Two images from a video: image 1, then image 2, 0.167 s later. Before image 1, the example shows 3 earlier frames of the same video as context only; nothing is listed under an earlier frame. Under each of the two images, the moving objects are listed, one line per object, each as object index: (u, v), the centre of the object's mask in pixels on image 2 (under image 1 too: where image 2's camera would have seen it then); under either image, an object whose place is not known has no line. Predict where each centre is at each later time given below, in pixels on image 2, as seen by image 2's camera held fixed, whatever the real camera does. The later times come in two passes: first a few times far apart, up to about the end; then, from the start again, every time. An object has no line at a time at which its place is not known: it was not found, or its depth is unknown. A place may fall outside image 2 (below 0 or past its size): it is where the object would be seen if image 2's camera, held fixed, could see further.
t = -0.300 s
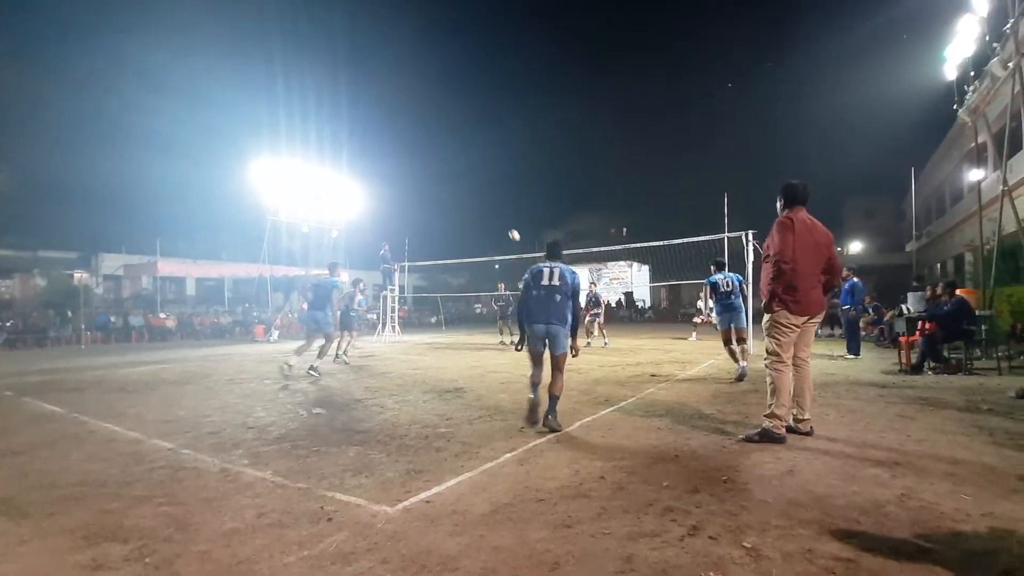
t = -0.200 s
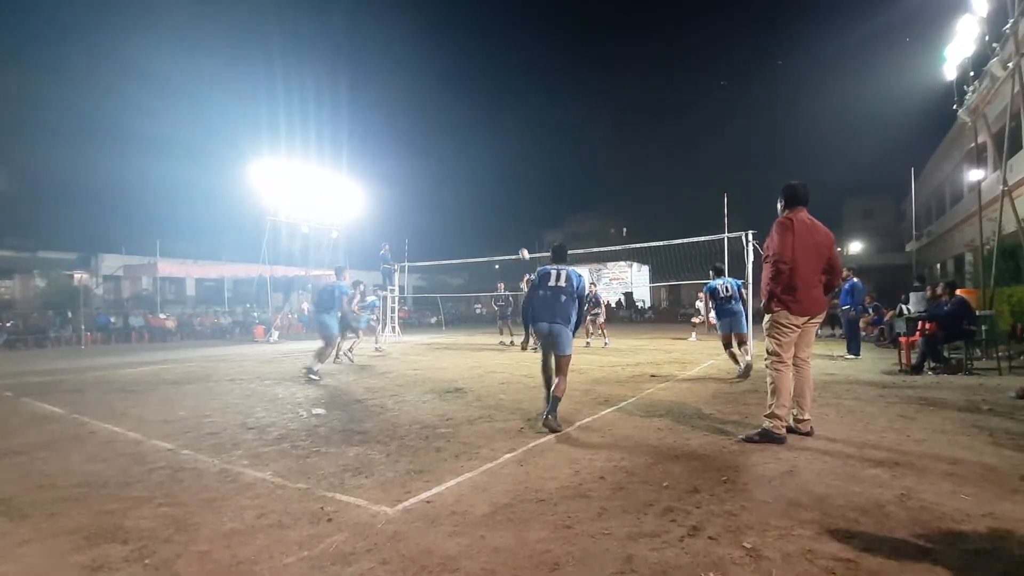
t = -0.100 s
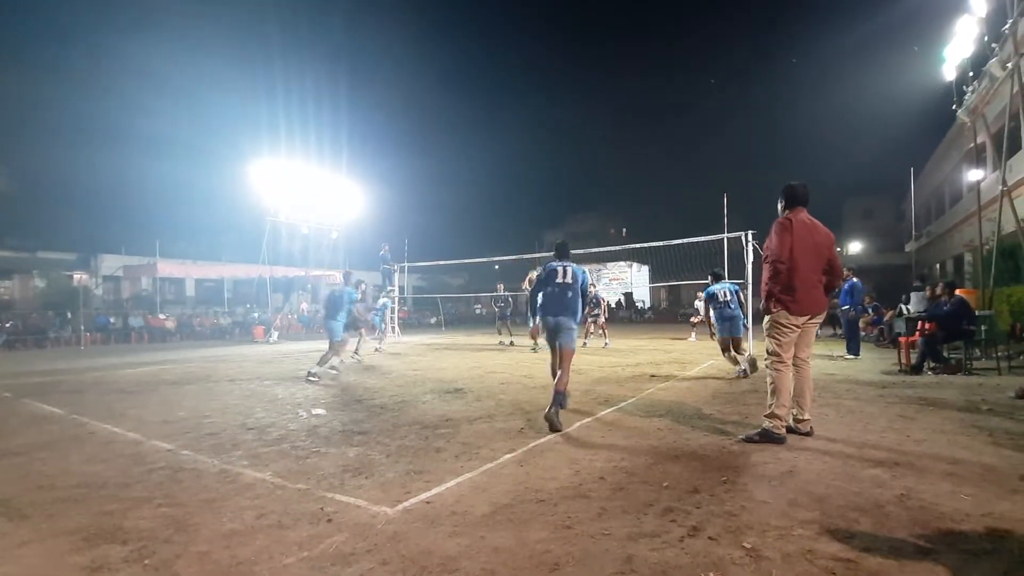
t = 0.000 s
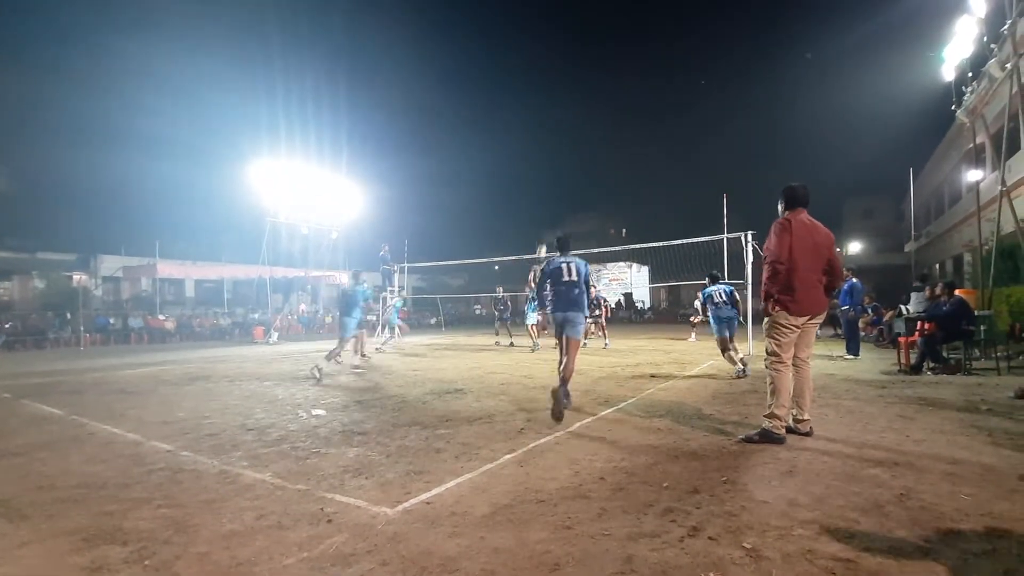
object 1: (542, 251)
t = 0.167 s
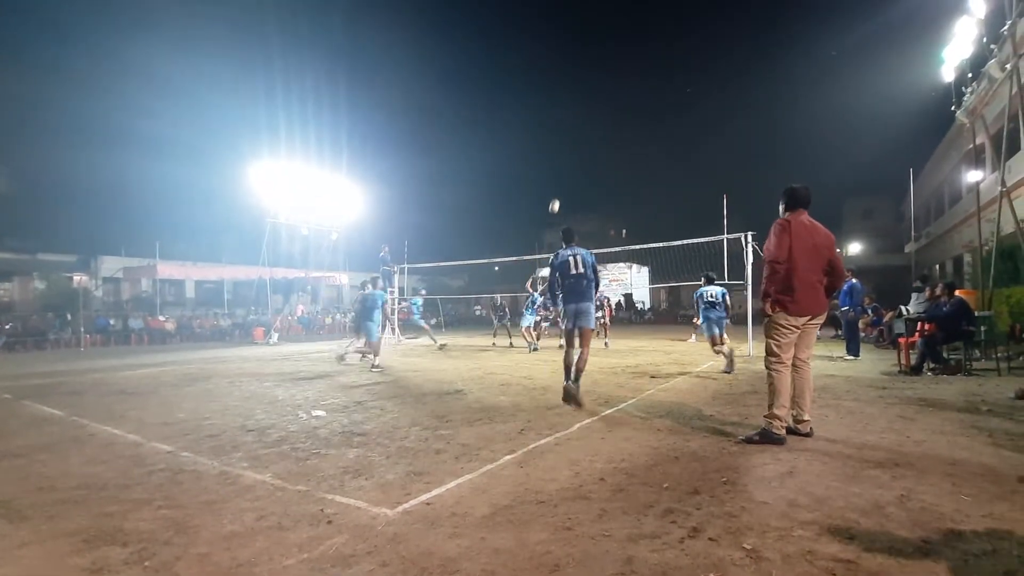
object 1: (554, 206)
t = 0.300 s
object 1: (564, 178)
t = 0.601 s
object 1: (586, 138)
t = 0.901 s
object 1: (611, 138)
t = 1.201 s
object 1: (638, 181)
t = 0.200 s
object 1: (556, 199)
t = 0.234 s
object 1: (559, 191)
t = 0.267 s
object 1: (561, 184)
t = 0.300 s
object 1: (564, 178)
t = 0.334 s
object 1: (566, 172)
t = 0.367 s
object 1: (569, 166)
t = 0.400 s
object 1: (571, 161)
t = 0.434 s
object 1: (574, 156)
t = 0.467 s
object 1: (576, 151)
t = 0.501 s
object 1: (579, 147)
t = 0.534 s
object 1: (581, 144)
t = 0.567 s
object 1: (584, 141)
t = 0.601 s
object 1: (586, 138)
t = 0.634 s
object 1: (589, 136)
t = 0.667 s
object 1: (592, 135)
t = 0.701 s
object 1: (594, 134)
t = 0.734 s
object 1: (597, 133)
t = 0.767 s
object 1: (600, 133)
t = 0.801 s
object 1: (603, 133)
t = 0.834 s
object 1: (606, 134)
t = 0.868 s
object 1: (608, 136)
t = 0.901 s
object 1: (611, 138)
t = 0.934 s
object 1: (614, 140)
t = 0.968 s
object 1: (617, 143)
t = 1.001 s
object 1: (620, 147)
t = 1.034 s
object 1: (623, 151)
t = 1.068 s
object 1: (626, 156)
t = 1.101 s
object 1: (629, 162)
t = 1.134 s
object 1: (632, 167)
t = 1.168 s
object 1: (635, 174)
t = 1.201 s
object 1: (638, 181)
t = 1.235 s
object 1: (641, 188)
